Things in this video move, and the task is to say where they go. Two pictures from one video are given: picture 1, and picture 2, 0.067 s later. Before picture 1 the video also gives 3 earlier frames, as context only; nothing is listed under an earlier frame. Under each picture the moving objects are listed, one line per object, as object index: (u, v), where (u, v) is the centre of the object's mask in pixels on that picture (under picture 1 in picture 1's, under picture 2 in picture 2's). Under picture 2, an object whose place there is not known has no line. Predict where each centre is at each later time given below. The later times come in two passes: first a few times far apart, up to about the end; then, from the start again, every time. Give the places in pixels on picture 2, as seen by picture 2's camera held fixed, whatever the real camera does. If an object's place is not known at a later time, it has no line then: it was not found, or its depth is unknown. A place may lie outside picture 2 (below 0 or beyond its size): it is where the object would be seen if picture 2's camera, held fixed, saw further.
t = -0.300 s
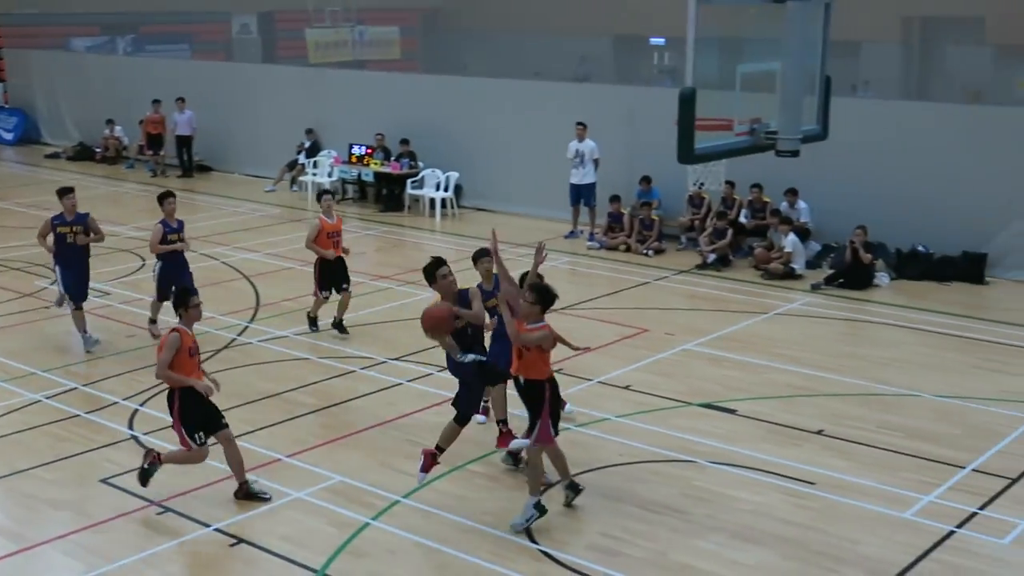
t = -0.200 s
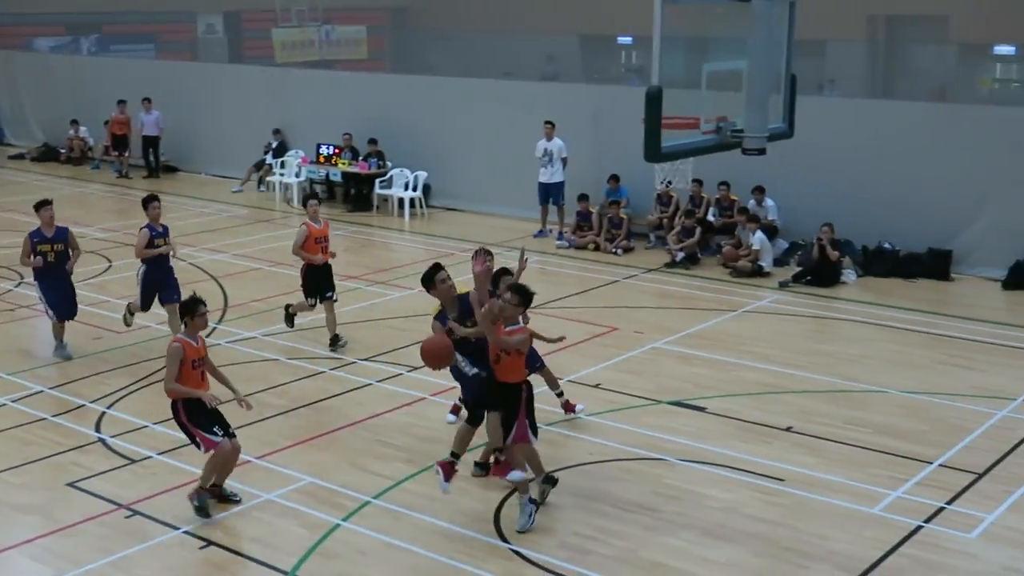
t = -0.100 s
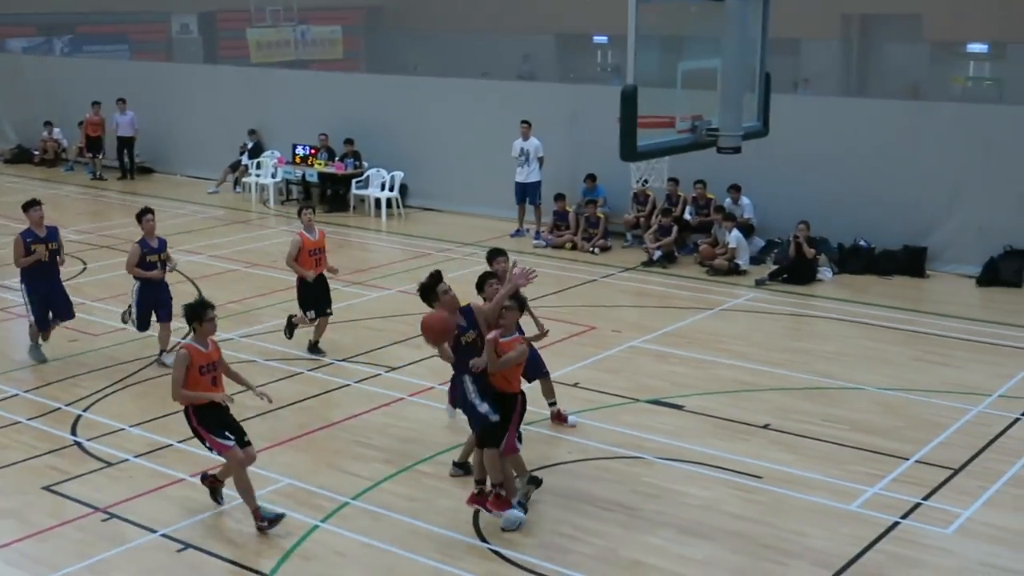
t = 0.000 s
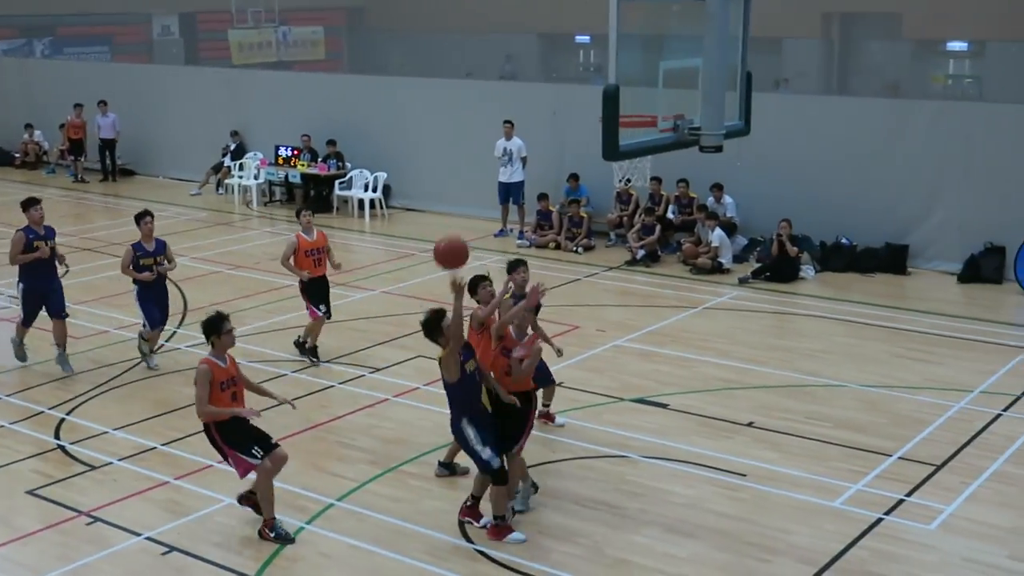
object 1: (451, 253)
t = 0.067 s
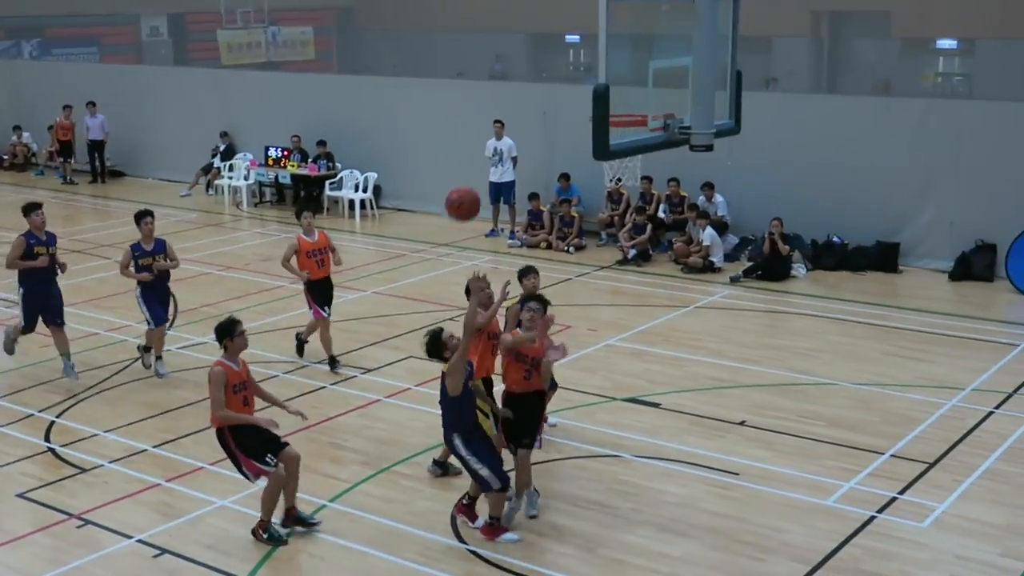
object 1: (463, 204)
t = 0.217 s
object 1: (510, 116)
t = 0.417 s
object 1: (573, 50)
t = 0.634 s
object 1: (640, 45)
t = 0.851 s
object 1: (646, 82)
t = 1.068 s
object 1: (607, 78)
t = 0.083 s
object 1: (468, 193)
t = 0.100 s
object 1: (473, 182)
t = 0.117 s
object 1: (478, 171)
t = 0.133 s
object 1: (483, 161)
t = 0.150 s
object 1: (488, 151)
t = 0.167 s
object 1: (494, 142)
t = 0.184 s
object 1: (500, 132)
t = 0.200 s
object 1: (505, 124)
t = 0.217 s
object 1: (510, 116)
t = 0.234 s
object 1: (516, 108)
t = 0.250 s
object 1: (520, 101)
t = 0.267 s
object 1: (526, 94)
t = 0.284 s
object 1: (531, 88)
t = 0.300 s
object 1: (536, 81)
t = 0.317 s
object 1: (542, 75)
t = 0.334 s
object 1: (547, 70)
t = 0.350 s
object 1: (551, 65)
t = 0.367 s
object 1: (557, 61)
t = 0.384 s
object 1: (563, 57)
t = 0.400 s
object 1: (568, 53)
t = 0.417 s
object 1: (573, 50)
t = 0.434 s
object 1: (579, 47)
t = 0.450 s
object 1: (584, 45)
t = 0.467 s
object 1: (587, 42)
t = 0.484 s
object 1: (590, 41)
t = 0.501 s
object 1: (598, 40)
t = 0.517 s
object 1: (616, 40)
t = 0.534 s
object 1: (614, 40)
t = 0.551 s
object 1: (620, 39)
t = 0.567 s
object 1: (623, 39)
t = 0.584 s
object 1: (626, 40)
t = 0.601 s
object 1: (631, 42)
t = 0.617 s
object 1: (636, 44)
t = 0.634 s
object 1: (640, 45)
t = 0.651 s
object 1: (645, 48)
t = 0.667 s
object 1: (650, 50)
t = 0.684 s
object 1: (651, 51)
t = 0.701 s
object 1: (651, 52)
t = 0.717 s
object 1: (650, 53)
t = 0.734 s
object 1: (649, 55)
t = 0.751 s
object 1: (649, 58)
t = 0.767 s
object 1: (646, 60)
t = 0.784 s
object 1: (647, 65)
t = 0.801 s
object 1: (646, 69)
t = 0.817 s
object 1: (646, 74)
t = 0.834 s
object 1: (646, 78)
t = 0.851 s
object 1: (646, 82)
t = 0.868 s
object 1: (645, 88)
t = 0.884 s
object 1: (644, 93)
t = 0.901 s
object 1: (643, 98)
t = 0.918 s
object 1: (638, 101)
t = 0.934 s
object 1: (636, 97)
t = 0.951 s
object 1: (633, 94)
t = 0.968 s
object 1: (630, 90)
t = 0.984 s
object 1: (626, 88)
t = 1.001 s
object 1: (623, 86)
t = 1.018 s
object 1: (620, 84)
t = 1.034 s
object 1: (618, 82)
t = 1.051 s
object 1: (612, 80)
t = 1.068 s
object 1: (607, 78)
